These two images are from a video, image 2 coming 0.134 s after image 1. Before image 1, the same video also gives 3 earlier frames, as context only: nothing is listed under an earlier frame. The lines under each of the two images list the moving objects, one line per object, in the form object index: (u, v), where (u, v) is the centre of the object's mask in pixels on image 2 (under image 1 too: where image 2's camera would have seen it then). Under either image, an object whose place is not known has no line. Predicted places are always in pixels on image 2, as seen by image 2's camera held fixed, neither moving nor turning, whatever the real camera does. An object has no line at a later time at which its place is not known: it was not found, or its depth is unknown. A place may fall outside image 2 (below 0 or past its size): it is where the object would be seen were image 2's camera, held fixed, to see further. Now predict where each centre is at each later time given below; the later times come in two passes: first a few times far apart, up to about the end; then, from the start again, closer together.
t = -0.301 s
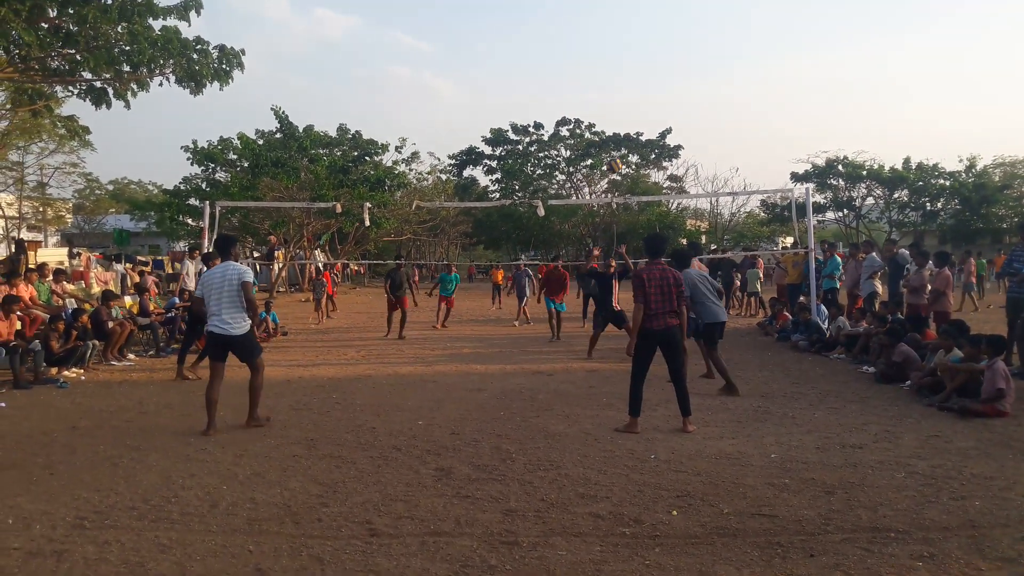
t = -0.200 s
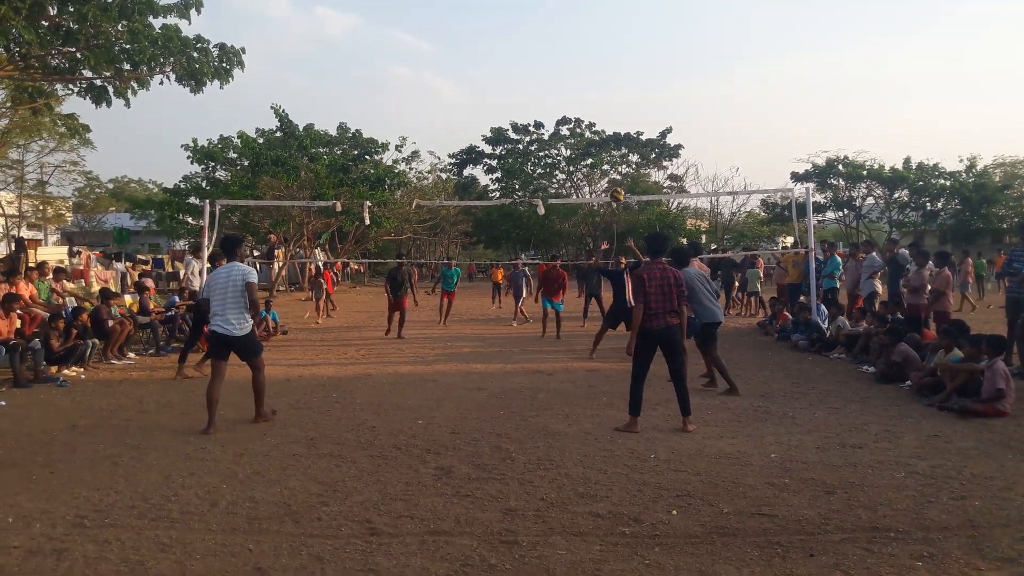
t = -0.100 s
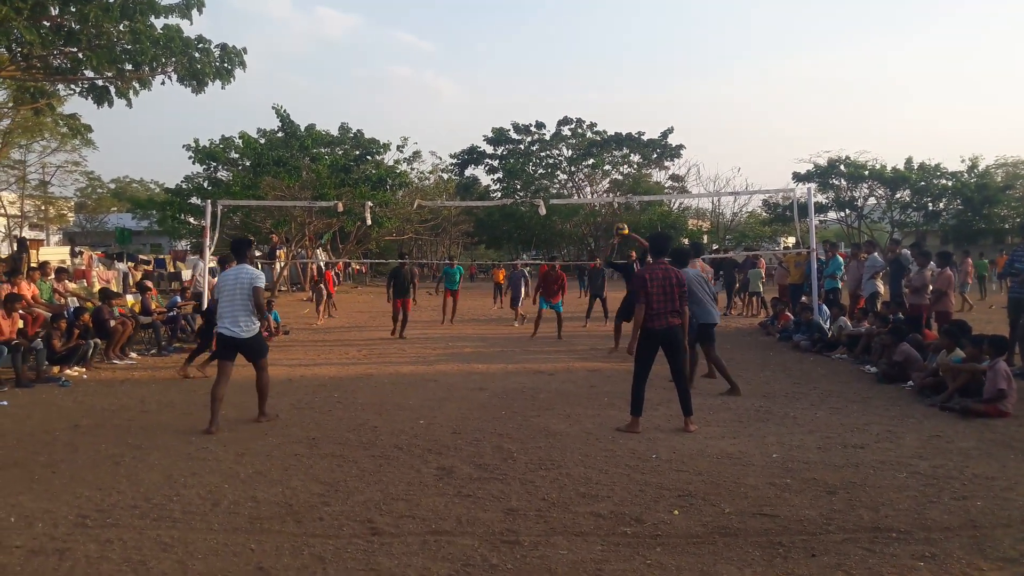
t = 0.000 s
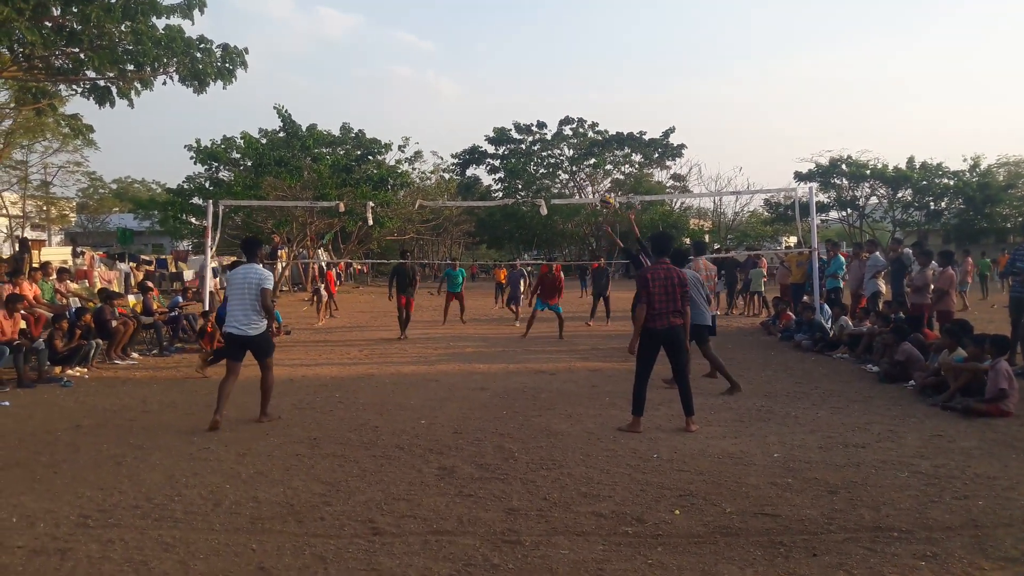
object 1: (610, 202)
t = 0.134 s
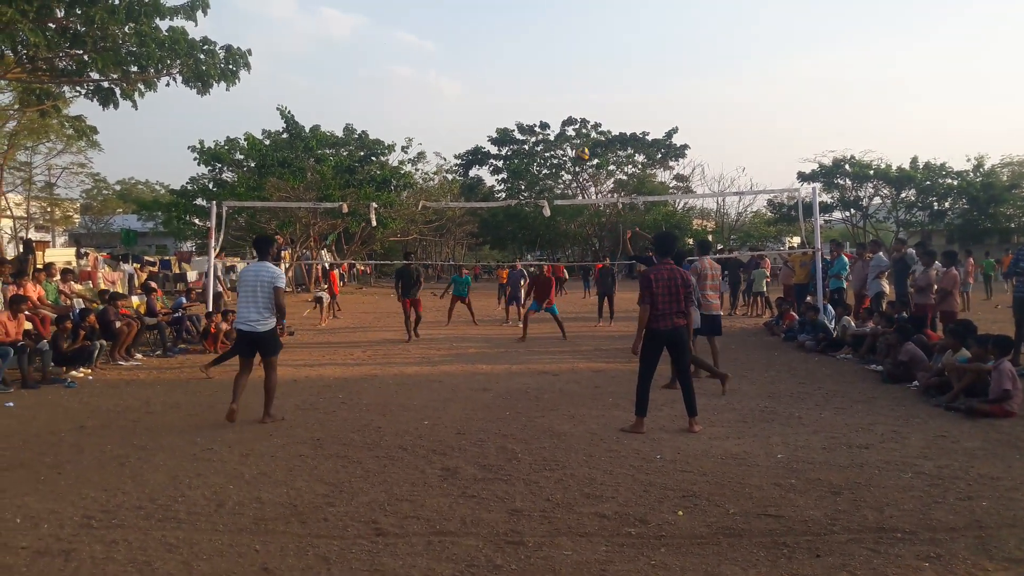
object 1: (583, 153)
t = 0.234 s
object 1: (561, 125)
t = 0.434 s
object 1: (518, 86)
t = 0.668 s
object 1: (470, 74)
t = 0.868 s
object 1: (429, 93)
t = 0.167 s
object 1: (576, 143)
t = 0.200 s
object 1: (567, 133)
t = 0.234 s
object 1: (561, 125)
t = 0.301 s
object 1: (546, 108)
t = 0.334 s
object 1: (539, 101)
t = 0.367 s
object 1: (532, 95)
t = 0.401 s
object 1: (525, 89)
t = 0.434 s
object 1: (518, 86)
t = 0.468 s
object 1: (511, 82)
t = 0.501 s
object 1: (505, 79)
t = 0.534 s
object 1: (498, 76)
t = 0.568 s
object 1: (491, 74)
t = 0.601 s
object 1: (484, 73)
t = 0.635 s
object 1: (477, 73)
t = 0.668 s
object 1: (470, 74)
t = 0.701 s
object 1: (463, 75)
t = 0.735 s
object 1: (456, 77)
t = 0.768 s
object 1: (449, 80)
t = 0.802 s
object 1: (442, 84)
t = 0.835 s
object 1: (436, 88)
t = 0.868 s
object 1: (429, 93)
